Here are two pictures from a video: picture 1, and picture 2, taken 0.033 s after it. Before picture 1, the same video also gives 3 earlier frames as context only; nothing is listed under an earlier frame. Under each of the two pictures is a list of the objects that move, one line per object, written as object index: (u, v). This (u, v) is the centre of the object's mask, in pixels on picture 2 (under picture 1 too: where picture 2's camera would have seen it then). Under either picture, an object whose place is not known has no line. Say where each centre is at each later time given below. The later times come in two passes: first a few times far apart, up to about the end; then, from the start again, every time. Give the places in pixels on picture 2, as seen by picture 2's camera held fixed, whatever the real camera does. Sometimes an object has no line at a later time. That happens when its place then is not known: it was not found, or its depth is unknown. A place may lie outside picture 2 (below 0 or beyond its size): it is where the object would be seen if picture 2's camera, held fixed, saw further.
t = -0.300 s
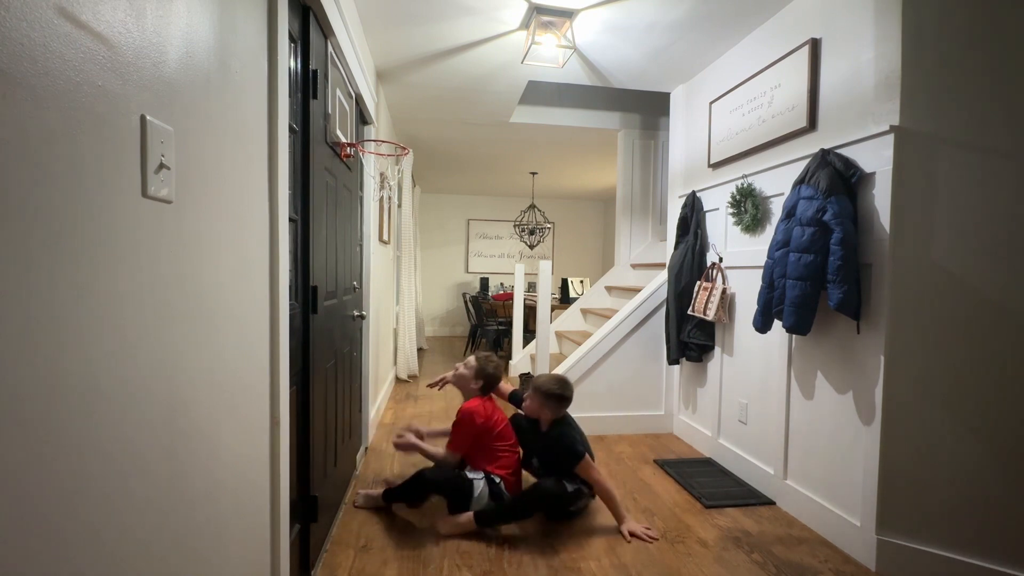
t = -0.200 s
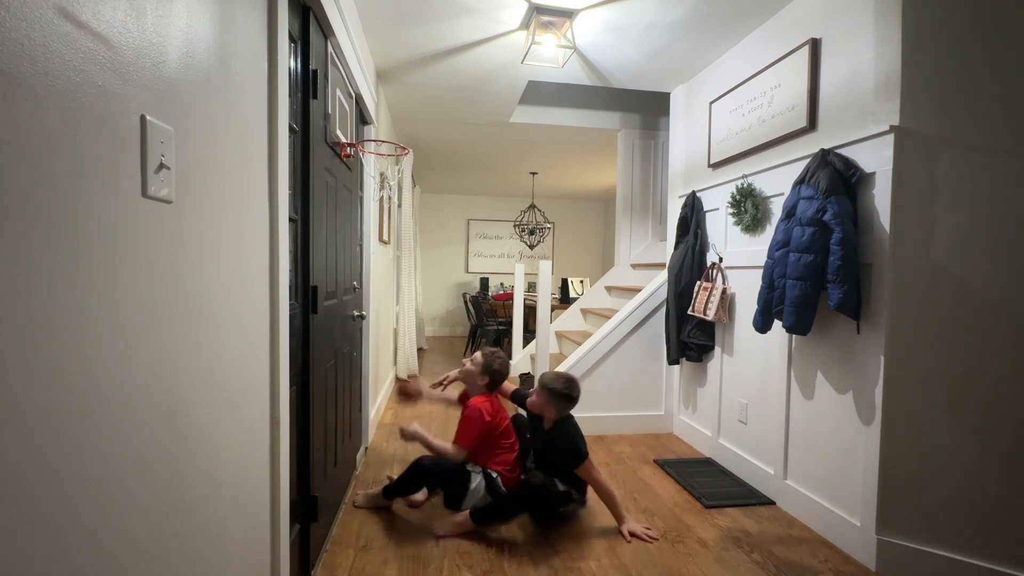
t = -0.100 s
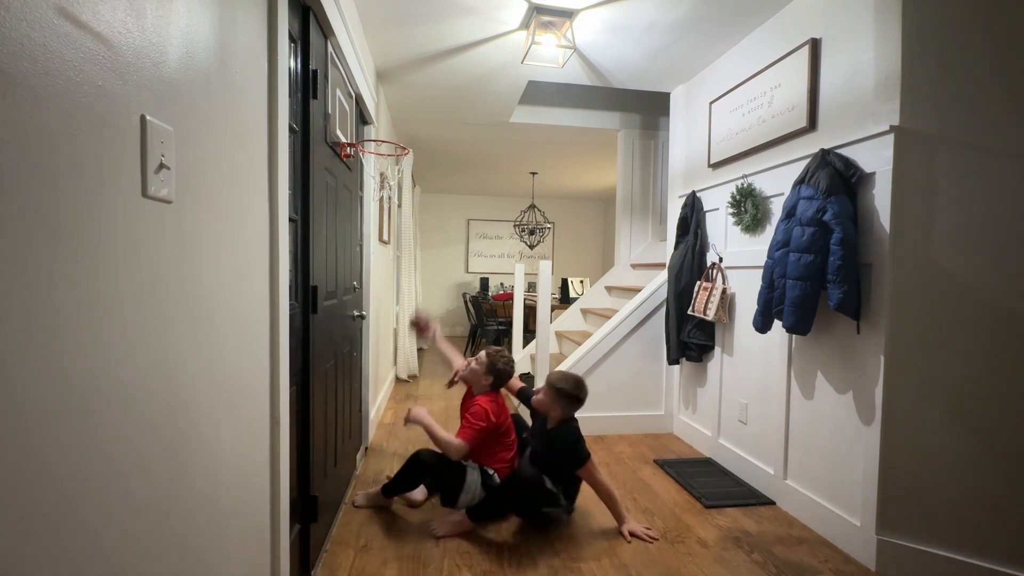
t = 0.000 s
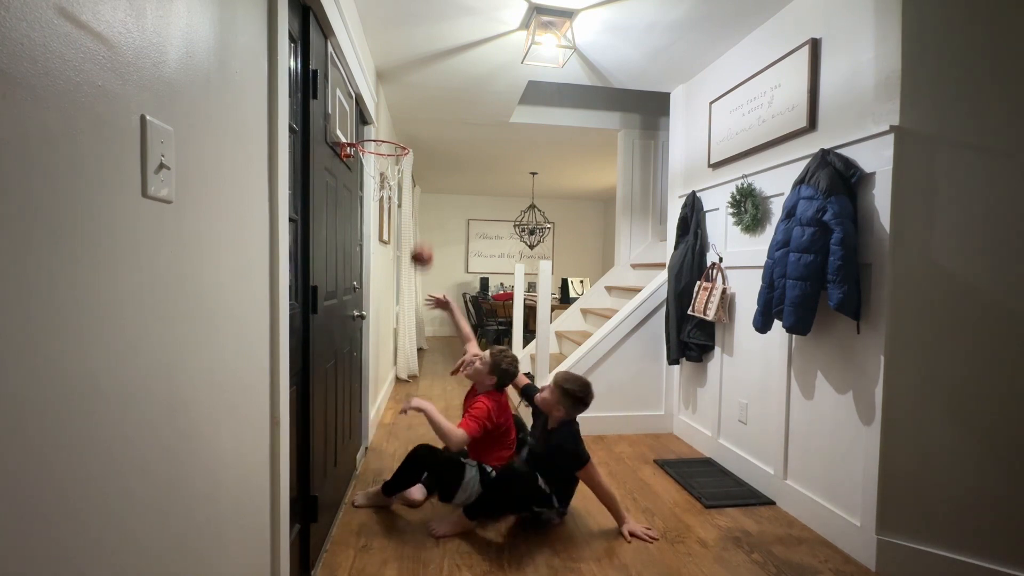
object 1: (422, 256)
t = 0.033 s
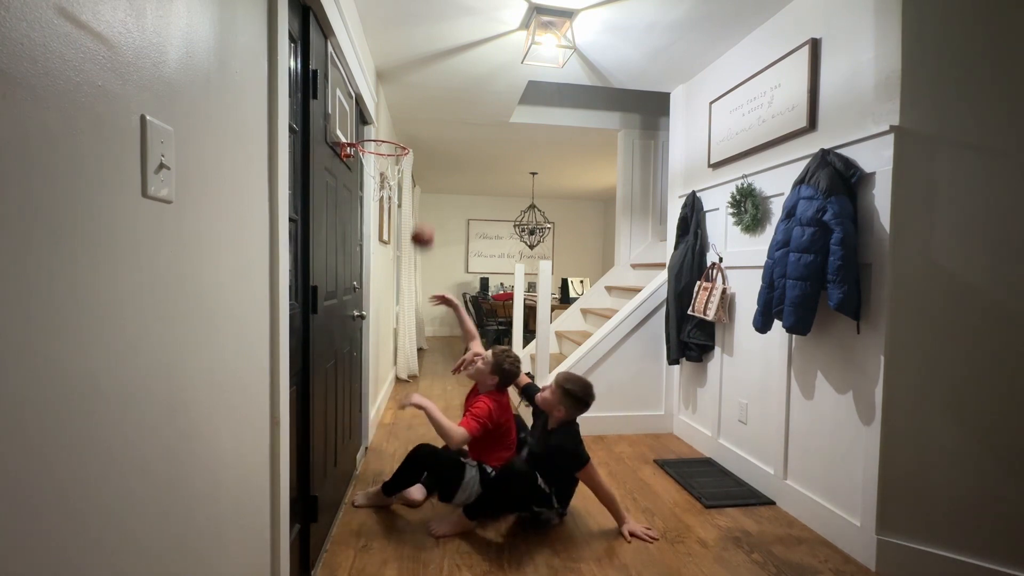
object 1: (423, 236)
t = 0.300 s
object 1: (426, 138)
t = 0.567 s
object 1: (428, 166)
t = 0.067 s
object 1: (423, 219)
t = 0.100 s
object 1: (424, 202)
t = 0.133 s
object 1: (424, 187)
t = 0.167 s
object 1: (424, 174)
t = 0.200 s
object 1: (424, 162)
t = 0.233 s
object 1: (425, 152)
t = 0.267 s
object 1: (426, 144)
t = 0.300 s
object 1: (426, 138)
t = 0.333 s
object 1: (426, 134)
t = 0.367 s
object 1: (426, 131)
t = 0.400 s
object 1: (426, 131)
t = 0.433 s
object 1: (426, 133)
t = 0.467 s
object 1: (427, 137)
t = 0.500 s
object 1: (427, 144)
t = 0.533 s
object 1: (428, 154)
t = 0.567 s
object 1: (428, 166)
